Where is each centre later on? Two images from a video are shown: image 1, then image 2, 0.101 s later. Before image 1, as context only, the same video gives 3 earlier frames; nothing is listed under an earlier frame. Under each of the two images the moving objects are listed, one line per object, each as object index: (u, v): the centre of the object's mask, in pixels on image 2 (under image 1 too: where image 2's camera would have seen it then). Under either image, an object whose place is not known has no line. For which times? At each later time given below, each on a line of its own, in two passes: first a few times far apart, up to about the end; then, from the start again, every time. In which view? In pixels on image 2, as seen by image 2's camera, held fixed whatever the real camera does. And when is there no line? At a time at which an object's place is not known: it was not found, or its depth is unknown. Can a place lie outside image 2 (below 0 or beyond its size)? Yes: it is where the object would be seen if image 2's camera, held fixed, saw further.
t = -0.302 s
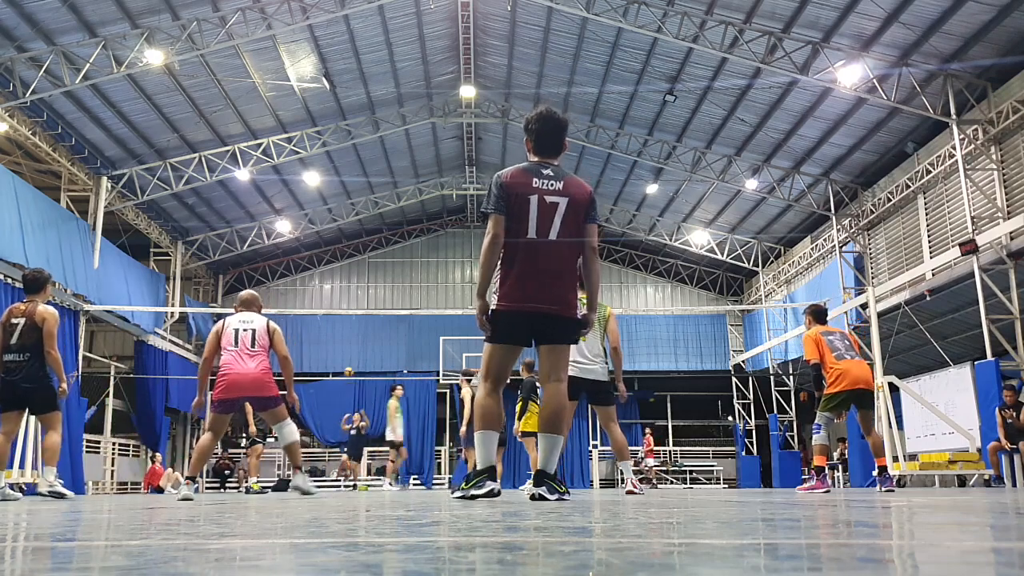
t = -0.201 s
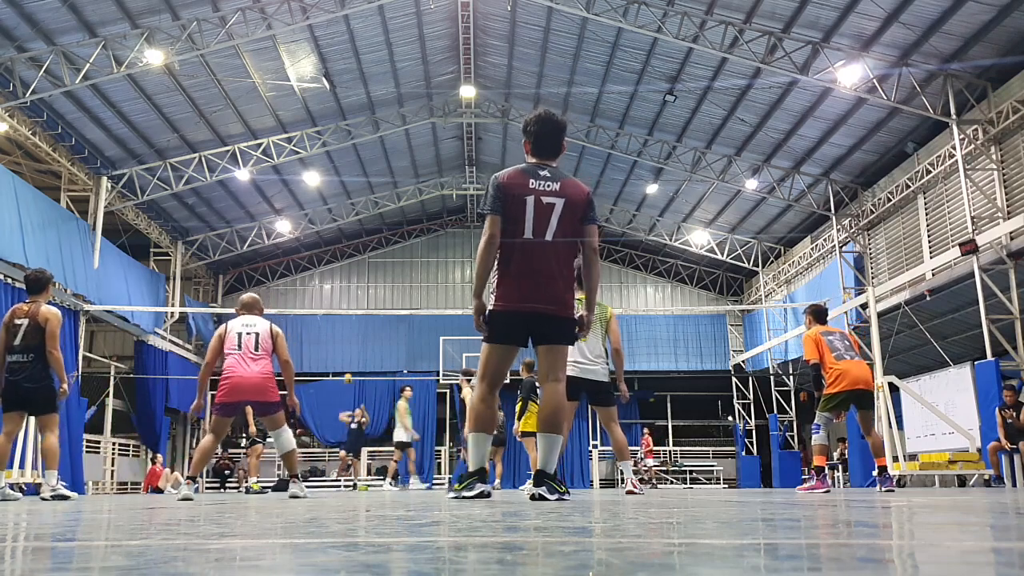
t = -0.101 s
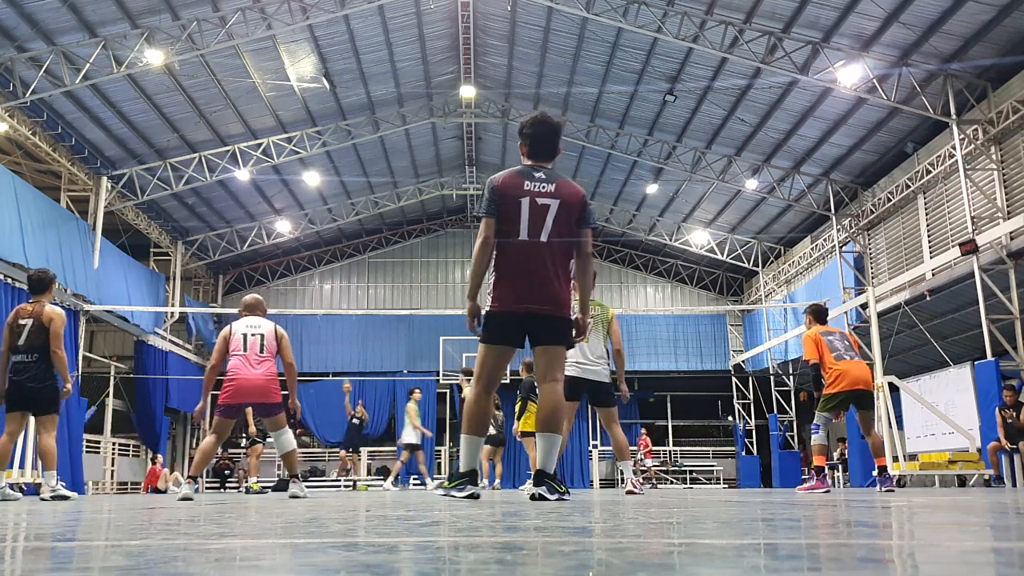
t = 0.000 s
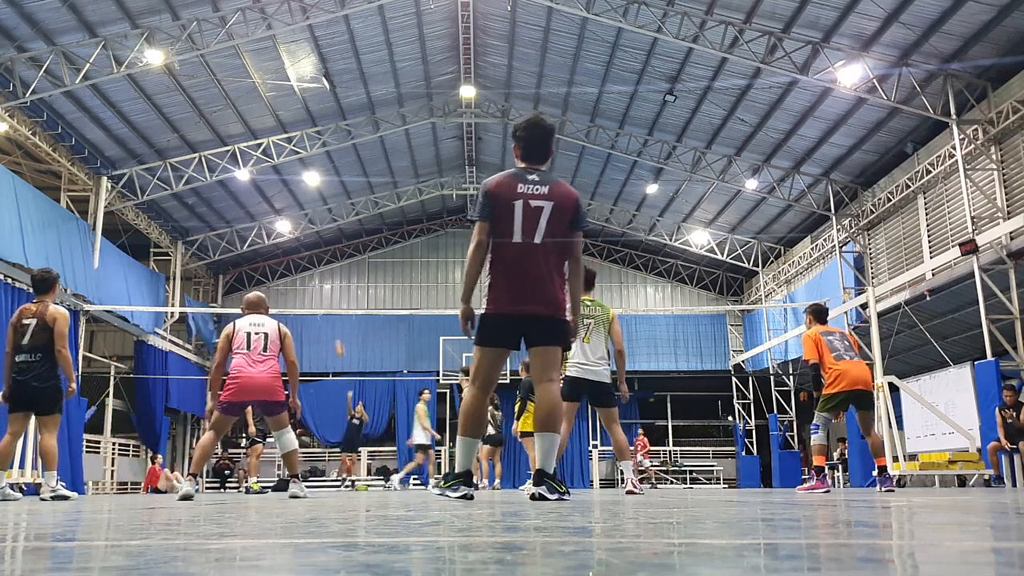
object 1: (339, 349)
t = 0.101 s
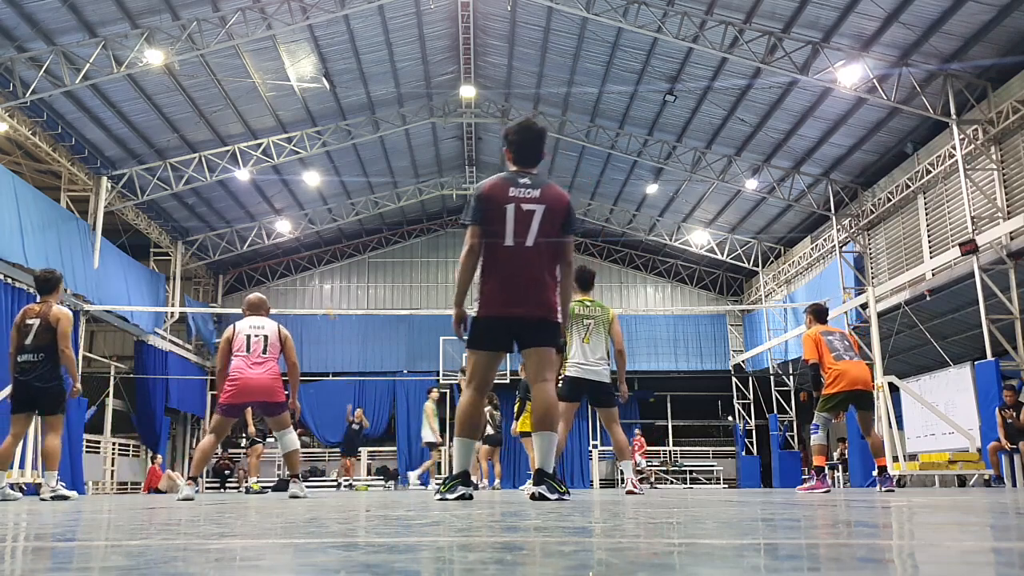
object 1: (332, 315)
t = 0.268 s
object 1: (316, 251)
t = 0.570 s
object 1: (283, 165)
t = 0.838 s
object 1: (249, 111)
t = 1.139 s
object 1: (197, 93)
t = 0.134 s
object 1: (329, 301)
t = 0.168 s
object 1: (326, 288)
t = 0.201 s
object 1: (324, 275)
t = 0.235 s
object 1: (320, 262)
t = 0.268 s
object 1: (316, 251)
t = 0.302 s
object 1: (313, 241)
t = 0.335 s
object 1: (311, 232)
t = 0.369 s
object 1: (306, 218)
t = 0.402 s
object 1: (302, 210)
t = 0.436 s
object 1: (299, 200)
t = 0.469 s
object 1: (294, 191)
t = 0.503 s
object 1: (290, 182)
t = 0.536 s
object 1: (286, 172)
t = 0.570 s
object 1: (283, 165)
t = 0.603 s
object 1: (279, 157)
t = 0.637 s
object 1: (275, 148)
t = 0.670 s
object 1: (271, 141)
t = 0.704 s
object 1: (266, 134)
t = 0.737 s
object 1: (263, 128)
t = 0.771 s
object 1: (258, 122)
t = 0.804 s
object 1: (253, 116)
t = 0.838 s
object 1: (249, 111)
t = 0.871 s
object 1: (244, 106)
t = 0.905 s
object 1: (240, 103)
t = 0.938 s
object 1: (234, 99)
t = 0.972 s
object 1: (229, 96)
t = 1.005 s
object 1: (223, 94)
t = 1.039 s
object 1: (217, 92)
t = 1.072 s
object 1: (211, 91)
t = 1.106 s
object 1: (204, 92)
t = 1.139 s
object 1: (197, 93)
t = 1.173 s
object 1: (189, 95)
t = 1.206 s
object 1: (180, 97)
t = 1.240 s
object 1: (170, 102)
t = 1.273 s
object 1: (160, 108)
